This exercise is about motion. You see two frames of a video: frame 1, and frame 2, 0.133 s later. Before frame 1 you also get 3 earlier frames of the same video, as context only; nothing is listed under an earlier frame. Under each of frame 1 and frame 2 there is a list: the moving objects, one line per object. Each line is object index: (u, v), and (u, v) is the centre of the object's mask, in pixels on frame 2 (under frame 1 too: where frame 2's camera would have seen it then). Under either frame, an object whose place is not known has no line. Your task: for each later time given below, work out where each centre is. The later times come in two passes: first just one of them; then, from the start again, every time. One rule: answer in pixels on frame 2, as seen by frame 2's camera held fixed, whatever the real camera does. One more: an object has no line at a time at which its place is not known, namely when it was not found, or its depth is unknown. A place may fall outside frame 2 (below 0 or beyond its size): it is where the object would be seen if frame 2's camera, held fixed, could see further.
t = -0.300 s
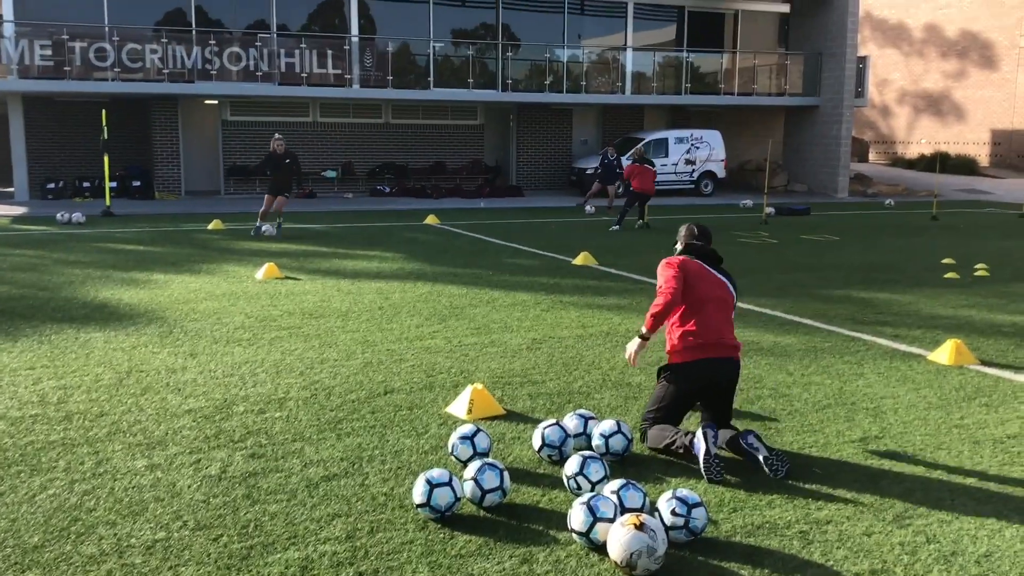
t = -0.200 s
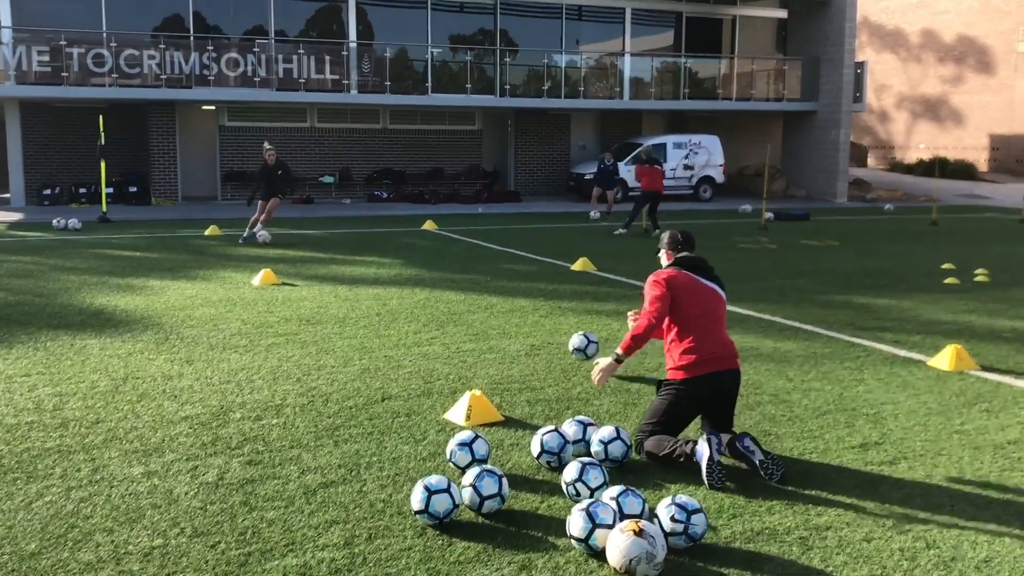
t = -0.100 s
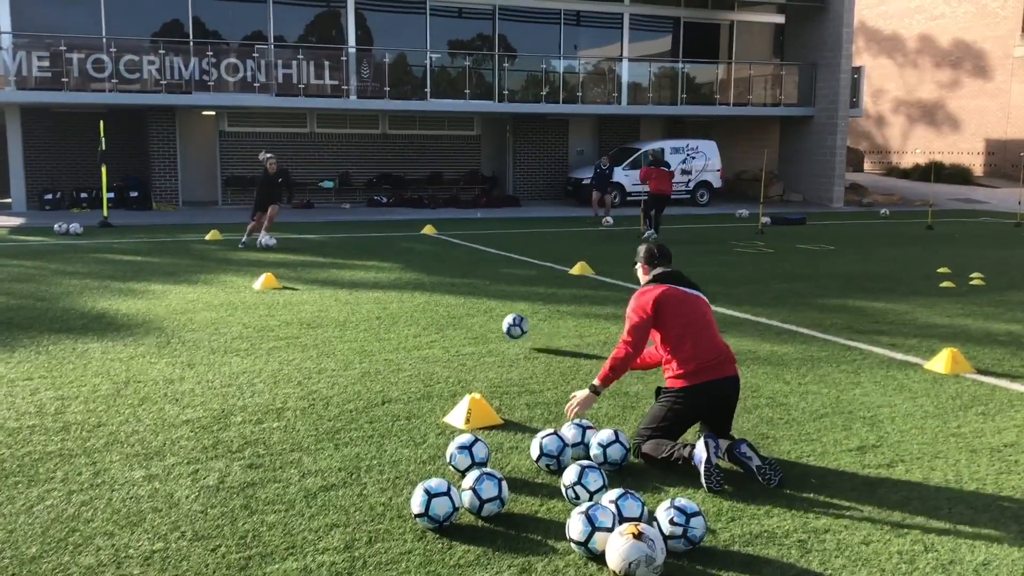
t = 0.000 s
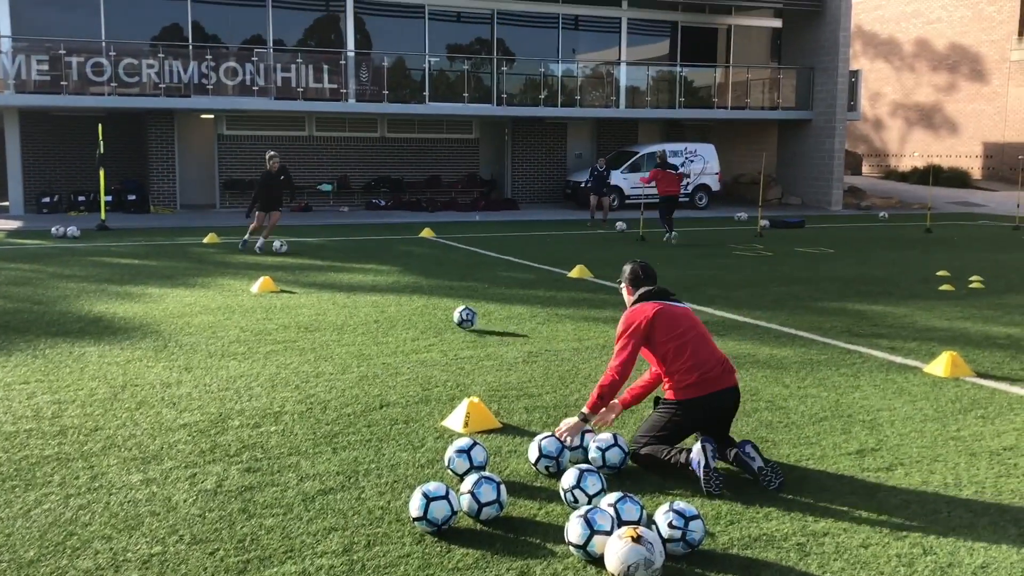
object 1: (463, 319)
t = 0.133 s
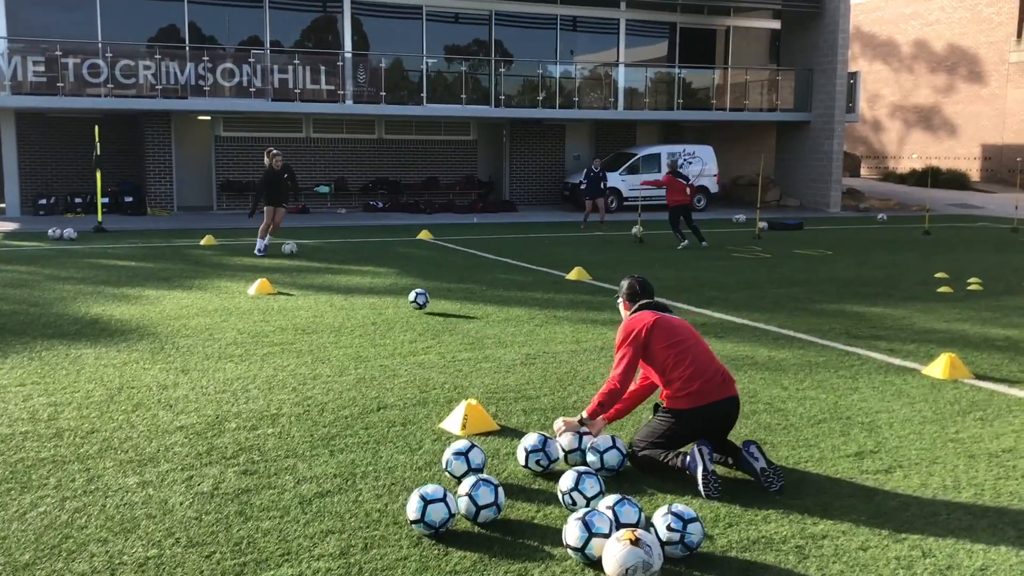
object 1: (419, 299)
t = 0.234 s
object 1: (393, 287)
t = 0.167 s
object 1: (409, 298)
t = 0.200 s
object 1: (401, 293)
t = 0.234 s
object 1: (393, 287)
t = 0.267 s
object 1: (386, 282)
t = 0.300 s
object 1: (379, 280)
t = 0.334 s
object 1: (373, 278)
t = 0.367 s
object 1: (367, 277)
